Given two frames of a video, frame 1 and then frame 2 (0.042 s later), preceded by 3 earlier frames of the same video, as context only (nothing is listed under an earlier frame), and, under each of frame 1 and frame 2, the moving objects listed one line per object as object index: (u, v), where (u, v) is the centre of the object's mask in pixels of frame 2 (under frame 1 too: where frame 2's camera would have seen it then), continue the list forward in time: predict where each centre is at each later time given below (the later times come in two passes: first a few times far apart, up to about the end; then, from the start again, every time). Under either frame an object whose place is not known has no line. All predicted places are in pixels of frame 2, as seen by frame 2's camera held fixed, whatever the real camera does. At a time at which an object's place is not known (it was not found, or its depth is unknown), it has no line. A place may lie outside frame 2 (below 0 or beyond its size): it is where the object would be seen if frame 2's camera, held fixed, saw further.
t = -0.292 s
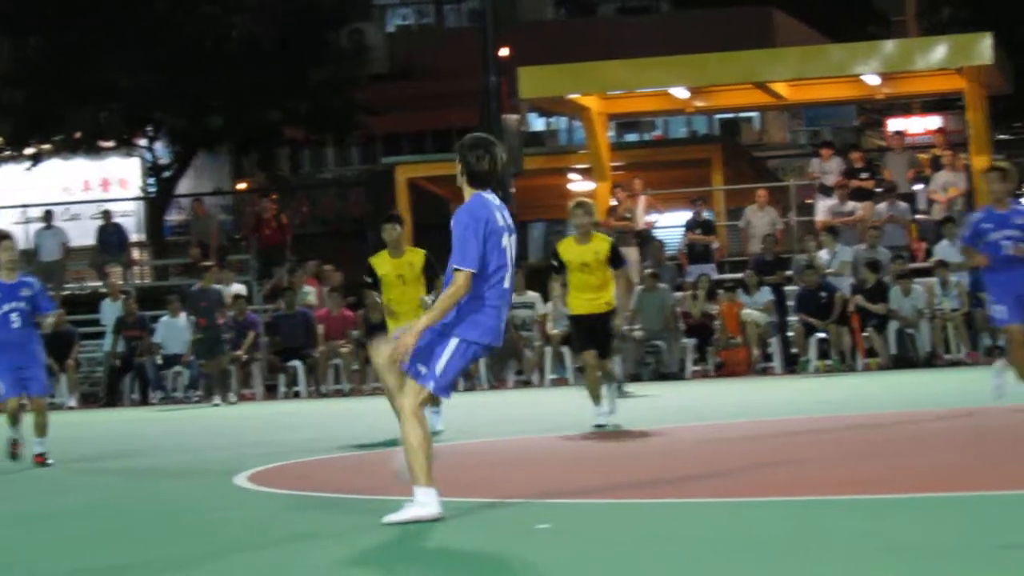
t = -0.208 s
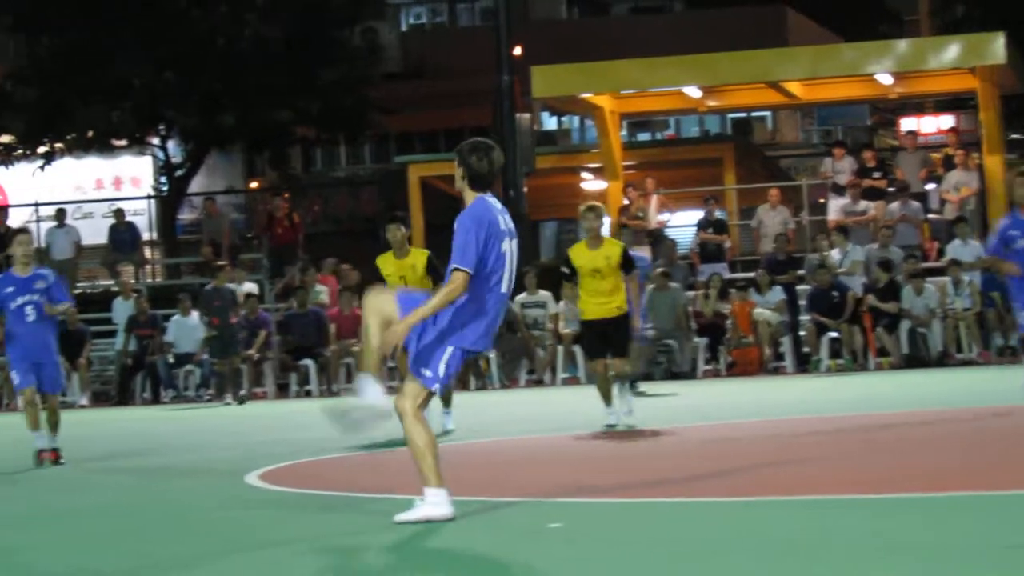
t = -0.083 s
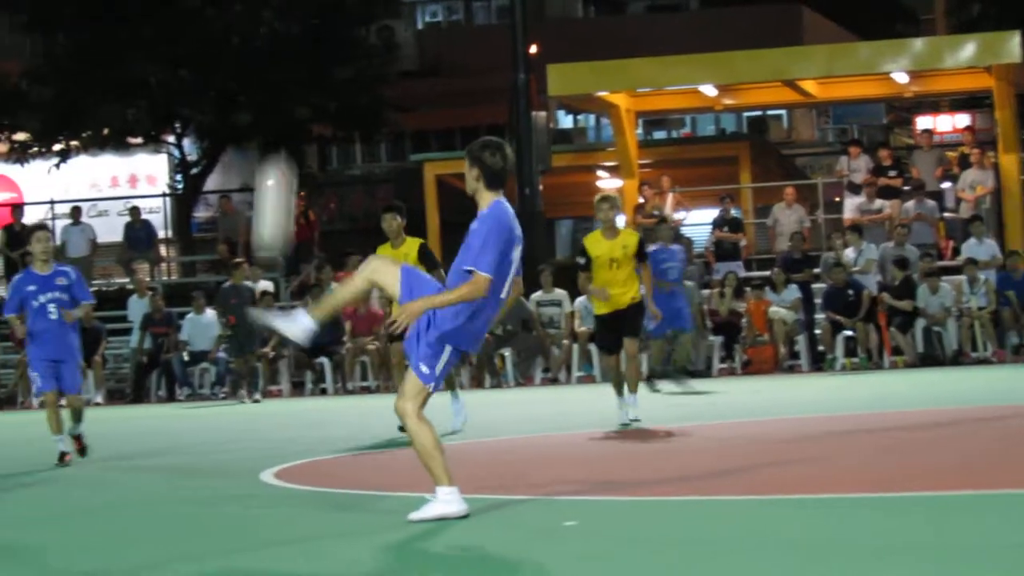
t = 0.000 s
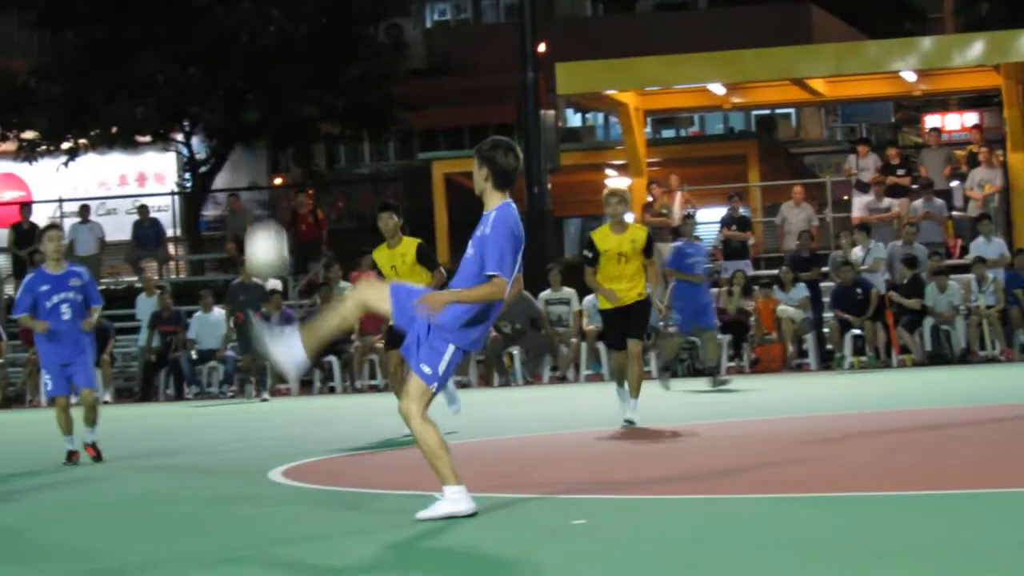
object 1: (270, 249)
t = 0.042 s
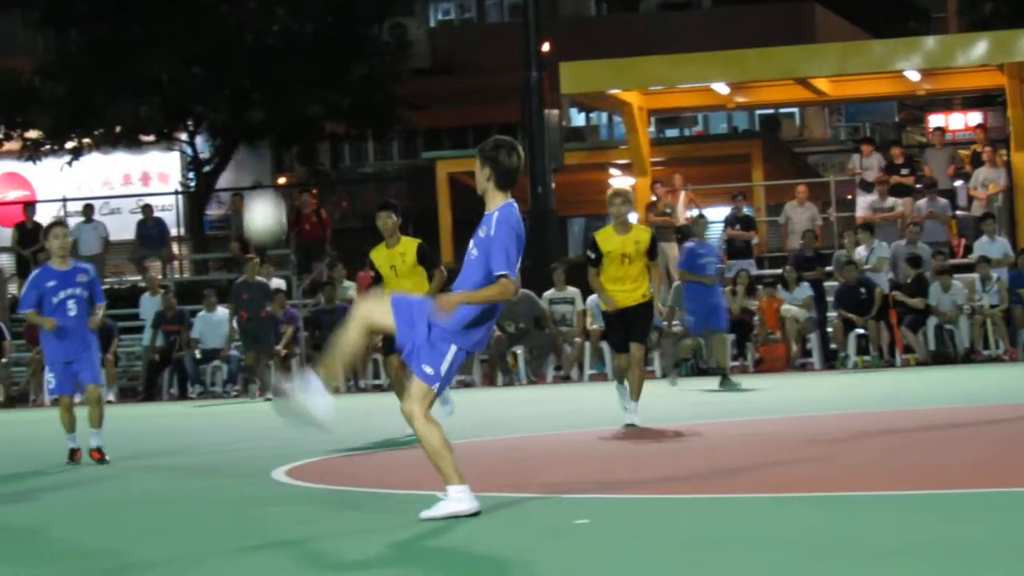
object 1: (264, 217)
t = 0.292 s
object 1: (236, 101)
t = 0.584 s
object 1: (215, 119)
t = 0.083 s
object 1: (259, 188)
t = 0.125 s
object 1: (254, 162)
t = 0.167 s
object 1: (249, 141)
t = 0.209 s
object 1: (244, 124)
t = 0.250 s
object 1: (240, 111)
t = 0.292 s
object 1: (236, 101)
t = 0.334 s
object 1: (232, 93)
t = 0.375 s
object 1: (229, 90)
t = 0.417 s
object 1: (226, 89)
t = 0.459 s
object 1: (223, 92)
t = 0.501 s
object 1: (220, 98)
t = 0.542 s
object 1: (218, 107)
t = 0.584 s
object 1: (215, 119)
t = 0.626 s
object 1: (212, 135)
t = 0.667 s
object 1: (211, 151)
